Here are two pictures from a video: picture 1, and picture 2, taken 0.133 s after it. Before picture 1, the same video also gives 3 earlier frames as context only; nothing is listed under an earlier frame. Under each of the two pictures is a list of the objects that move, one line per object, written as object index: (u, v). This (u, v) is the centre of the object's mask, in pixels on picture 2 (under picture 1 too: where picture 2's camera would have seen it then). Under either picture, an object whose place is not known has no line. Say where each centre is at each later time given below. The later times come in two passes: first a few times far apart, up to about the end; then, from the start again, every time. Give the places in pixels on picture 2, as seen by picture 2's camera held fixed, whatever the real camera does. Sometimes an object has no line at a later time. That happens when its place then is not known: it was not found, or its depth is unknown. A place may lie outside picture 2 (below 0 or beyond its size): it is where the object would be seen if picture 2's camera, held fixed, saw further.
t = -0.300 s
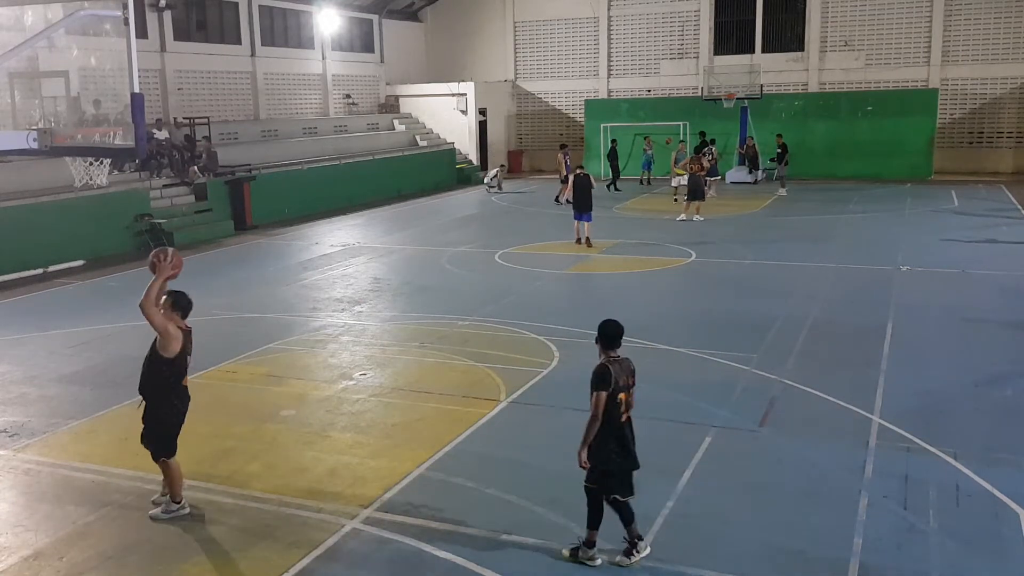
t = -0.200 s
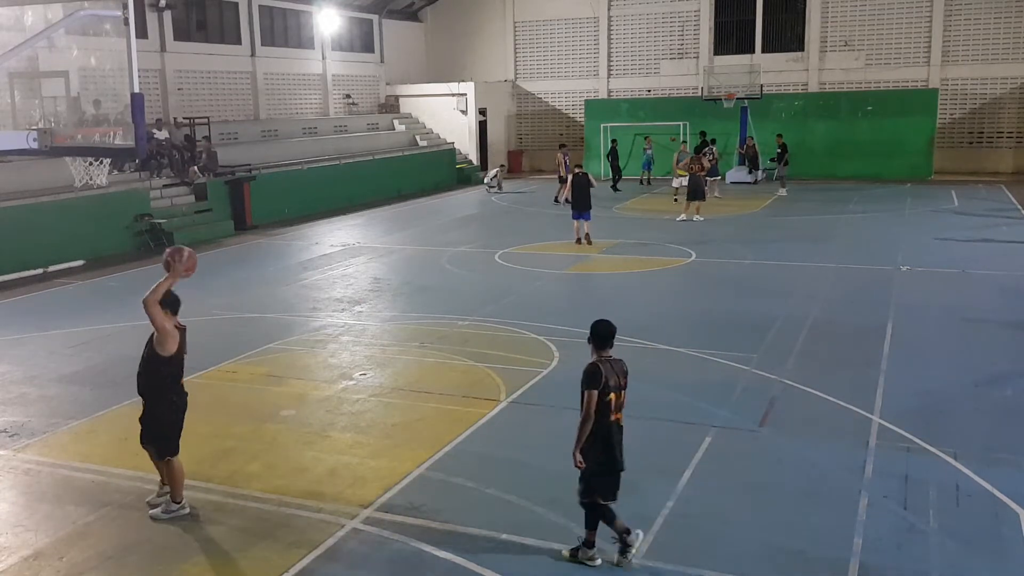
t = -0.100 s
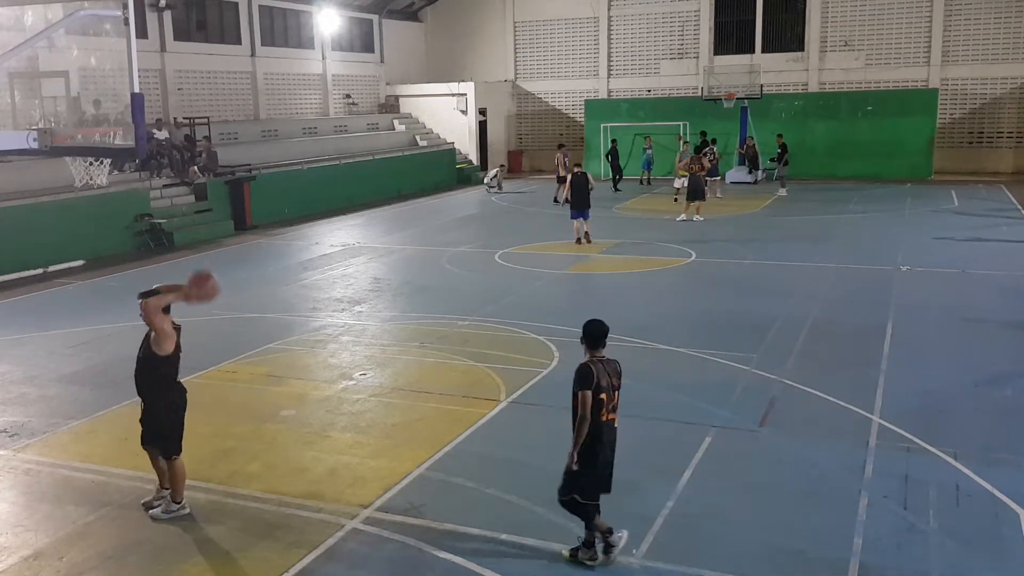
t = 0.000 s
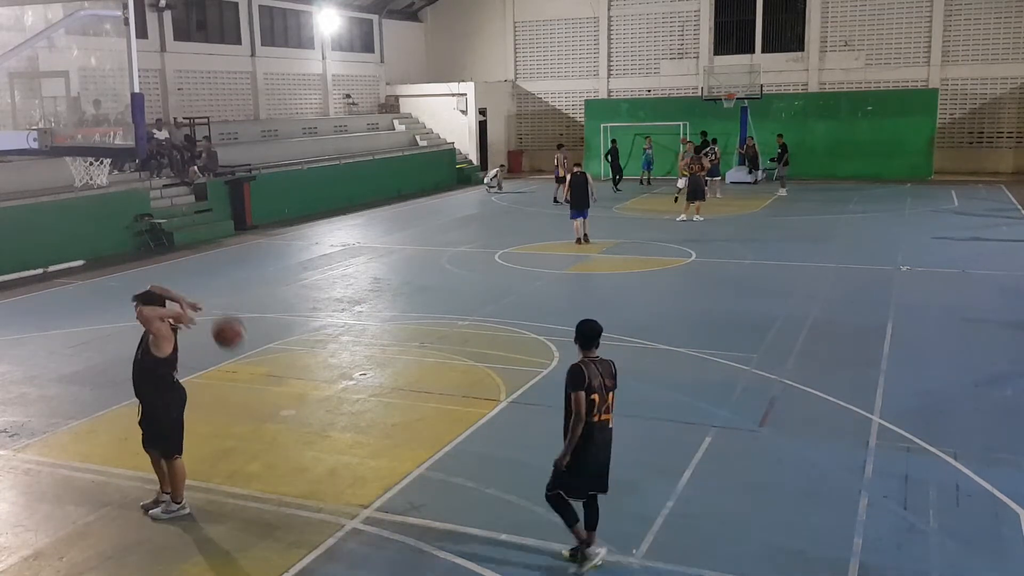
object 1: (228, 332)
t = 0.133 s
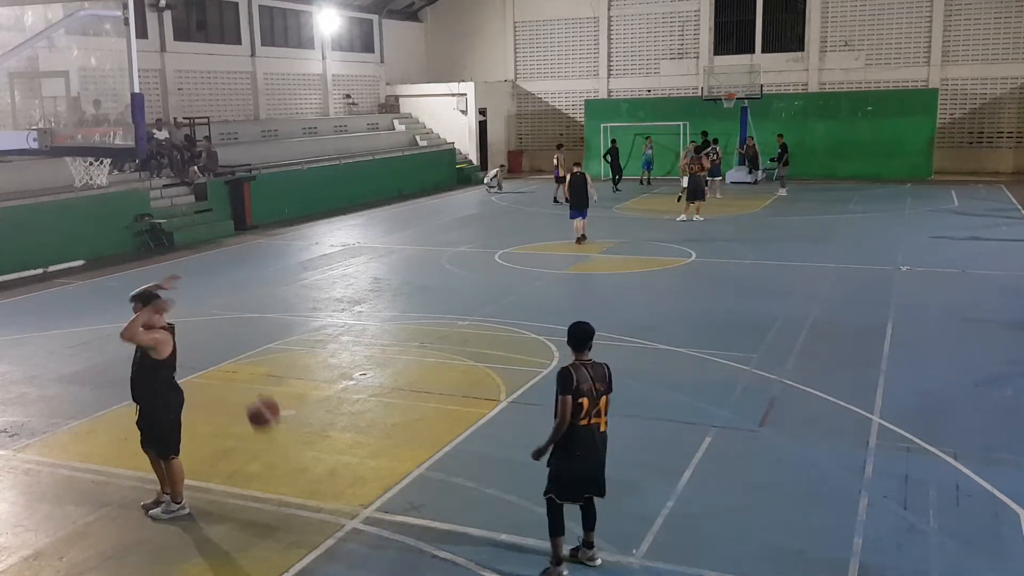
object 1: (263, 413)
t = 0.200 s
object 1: (280, 461)
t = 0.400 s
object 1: (307, 401)
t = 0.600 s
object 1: (331, 315)
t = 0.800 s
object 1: (359, 276)
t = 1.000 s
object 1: (388, 287)
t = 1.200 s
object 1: (420, 346)
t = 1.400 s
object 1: (452, 455)
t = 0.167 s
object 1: (272, 437)
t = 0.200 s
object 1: (280, 461)
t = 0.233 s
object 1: (288, 486)
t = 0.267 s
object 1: (294, 481)
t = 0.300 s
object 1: (297, 460)
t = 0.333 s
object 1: (301, 439)
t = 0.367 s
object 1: (304, 419)
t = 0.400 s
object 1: (307, 401)
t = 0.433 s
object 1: (311, 383)
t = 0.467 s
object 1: (315, 368)
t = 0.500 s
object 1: (319, 353)
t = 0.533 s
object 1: (322, 339)
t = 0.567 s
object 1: (327, 327)
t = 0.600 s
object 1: (331, 315)
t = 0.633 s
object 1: (335, 305)
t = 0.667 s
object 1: (340, 297)
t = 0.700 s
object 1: (344, 290)
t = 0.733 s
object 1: (349, 284)
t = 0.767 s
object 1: (354, 280)
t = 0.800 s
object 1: (359, 276)
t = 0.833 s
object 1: (363, 275)
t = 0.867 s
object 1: (368, 274)
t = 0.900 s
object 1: (373, 275)
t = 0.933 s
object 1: (378, 278)
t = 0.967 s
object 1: (383, 281)
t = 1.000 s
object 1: (388, 287)
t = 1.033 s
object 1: (394, 293)
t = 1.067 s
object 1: (399, 301)
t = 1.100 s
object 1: (403, 310)
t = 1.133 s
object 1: (409, 321)
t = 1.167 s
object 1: (414, 333)
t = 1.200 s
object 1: (420, 346)
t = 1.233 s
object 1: (425, 361)
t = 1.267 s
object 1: (431, 377)
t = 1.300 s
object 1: (436, 394)
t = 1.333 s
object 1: (441, 413)
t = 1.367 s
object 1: (446, 433)
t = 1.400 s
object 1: (452, 455)
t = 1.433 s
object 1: (457, 478)
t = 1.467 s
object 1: (463, 496)
